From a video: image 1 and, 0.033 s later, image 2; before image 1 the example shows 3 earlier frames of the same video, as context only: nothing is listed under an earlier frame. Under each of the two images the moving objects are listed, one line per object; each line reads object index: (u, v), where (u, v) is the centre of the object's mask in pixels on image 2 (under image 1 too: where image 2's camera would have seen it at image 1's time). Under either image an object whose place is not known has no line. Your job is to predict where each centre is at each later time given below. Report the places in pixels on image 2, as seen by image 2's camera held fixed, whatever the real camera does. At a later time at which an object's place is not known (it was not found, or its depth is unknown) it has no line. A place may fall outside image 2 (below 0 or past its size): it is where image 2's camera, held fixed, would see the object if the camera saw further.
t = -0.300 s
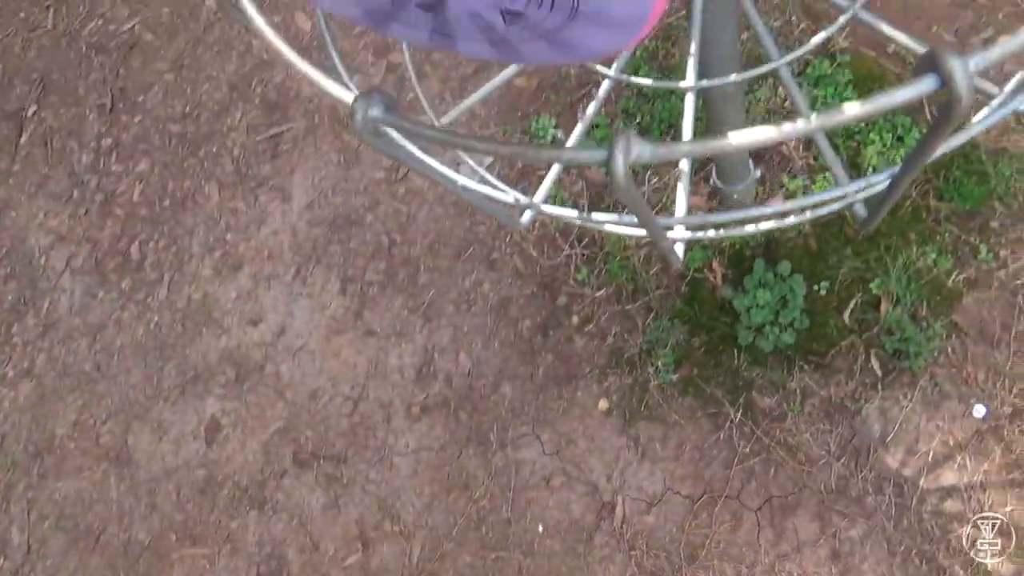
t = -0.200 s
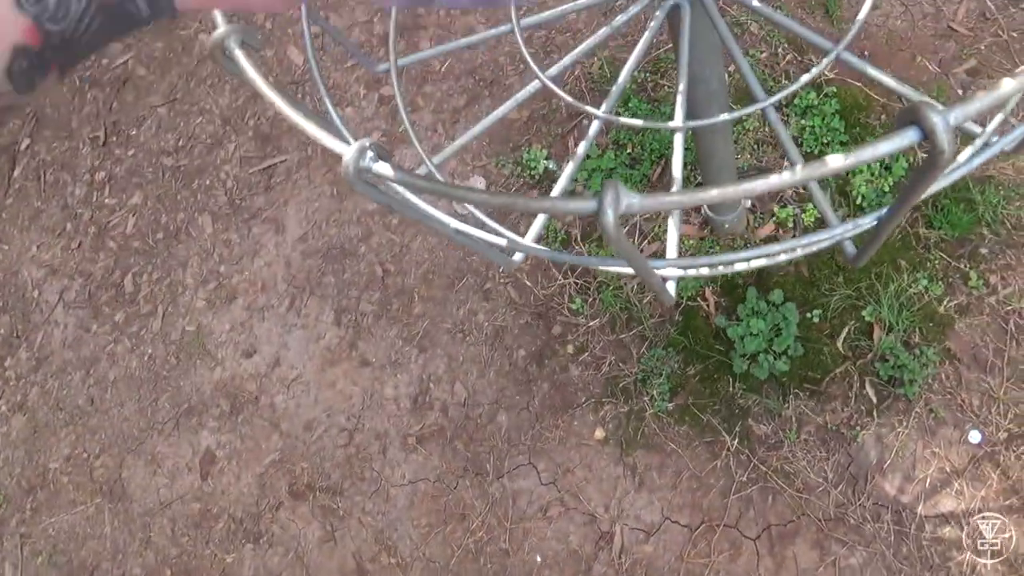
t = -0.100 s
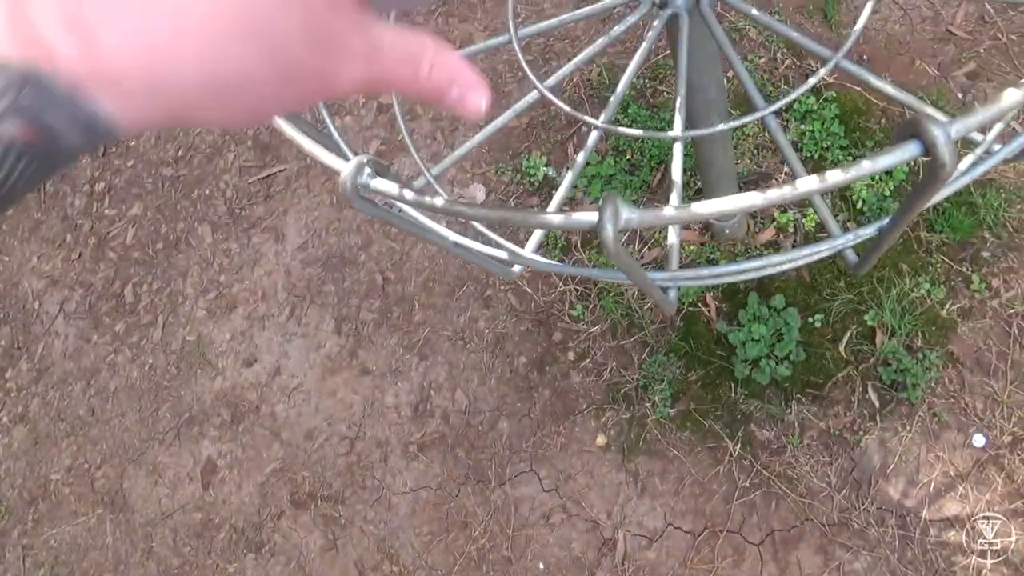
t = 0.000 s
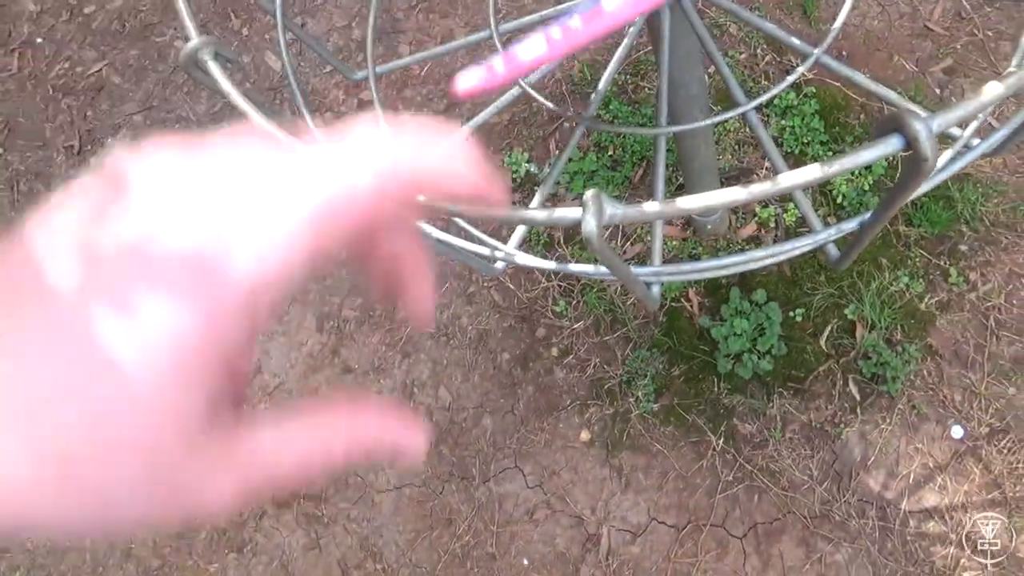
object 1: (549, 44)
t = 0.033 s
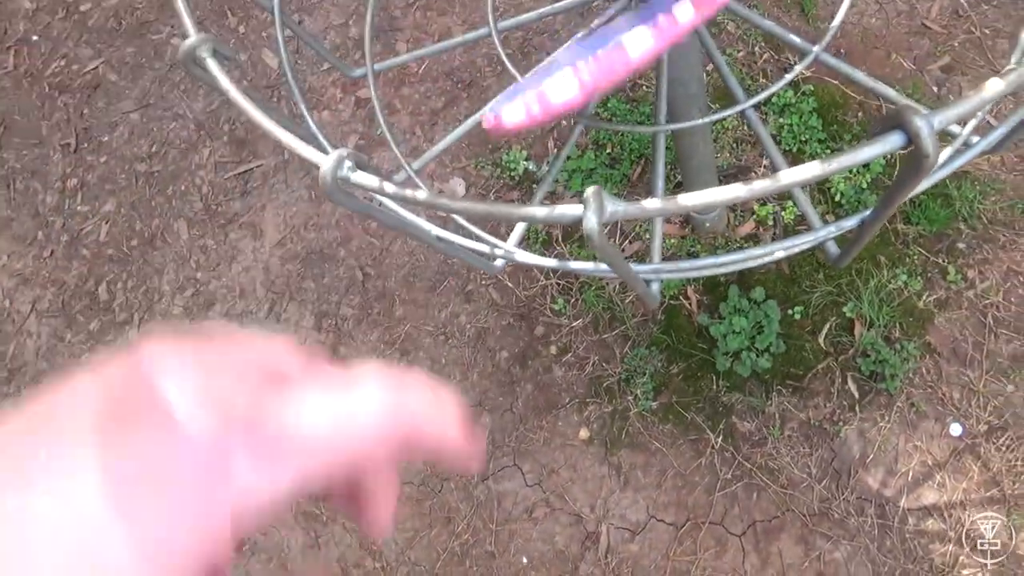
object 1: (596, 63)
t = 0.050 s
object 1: (609, 76)
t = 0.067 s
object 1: (619, 91)
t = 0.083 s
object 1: (629, 100)
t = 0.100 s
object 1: (637, 102)
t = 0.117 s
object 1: (638, 103)
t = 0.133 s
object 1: (638, 103)
